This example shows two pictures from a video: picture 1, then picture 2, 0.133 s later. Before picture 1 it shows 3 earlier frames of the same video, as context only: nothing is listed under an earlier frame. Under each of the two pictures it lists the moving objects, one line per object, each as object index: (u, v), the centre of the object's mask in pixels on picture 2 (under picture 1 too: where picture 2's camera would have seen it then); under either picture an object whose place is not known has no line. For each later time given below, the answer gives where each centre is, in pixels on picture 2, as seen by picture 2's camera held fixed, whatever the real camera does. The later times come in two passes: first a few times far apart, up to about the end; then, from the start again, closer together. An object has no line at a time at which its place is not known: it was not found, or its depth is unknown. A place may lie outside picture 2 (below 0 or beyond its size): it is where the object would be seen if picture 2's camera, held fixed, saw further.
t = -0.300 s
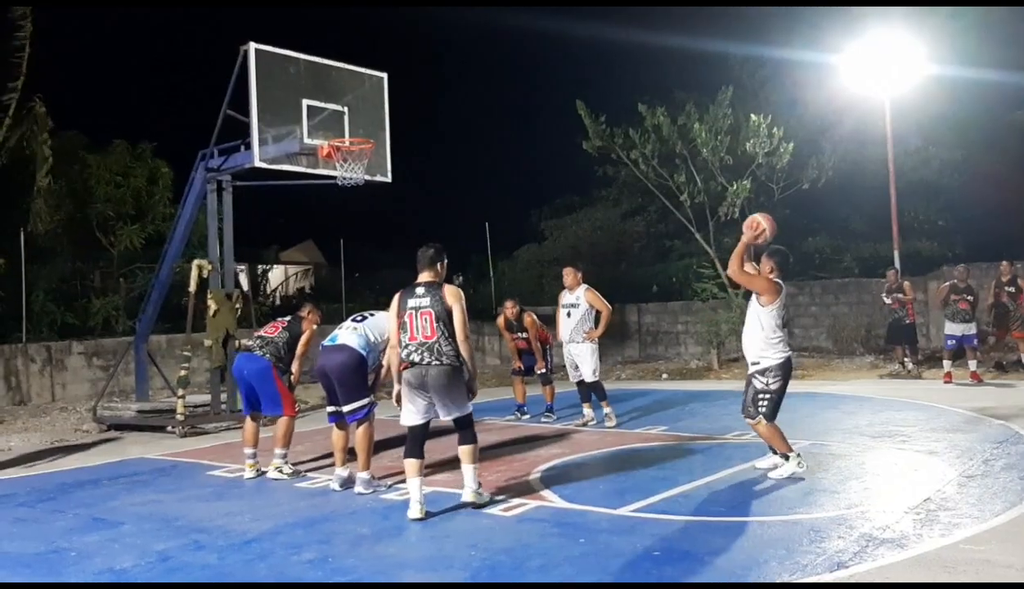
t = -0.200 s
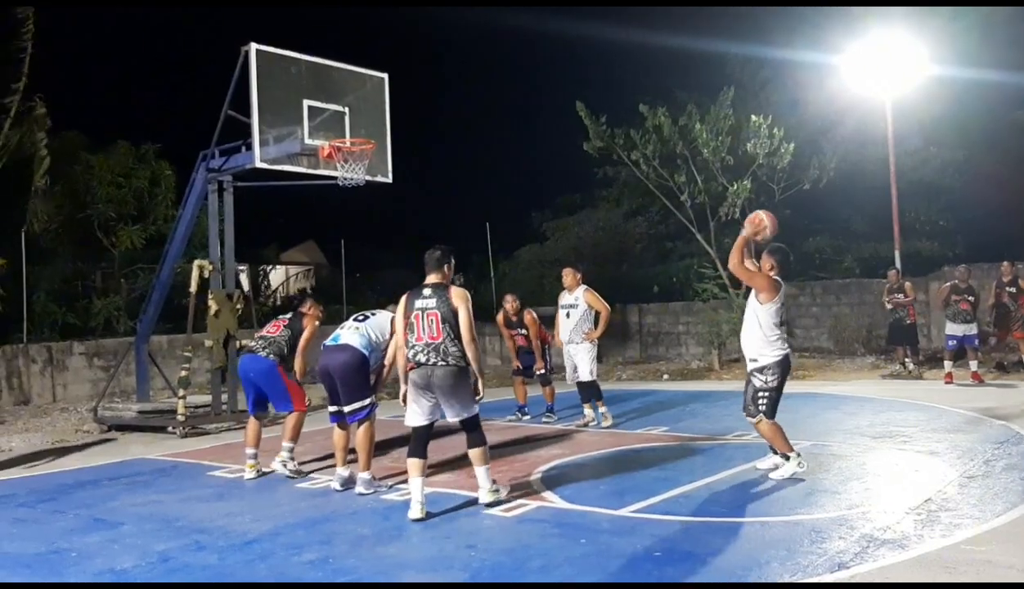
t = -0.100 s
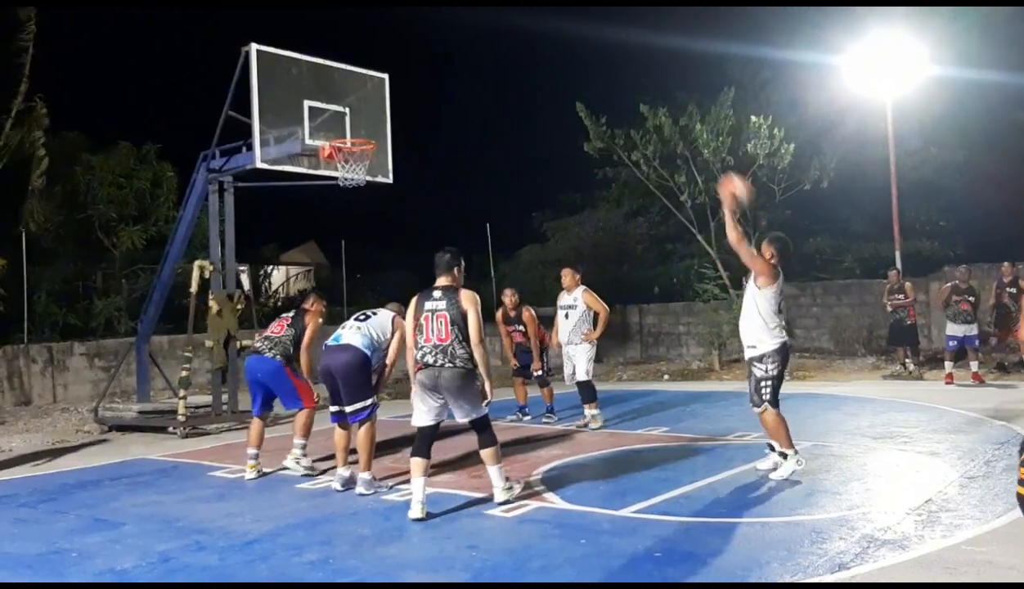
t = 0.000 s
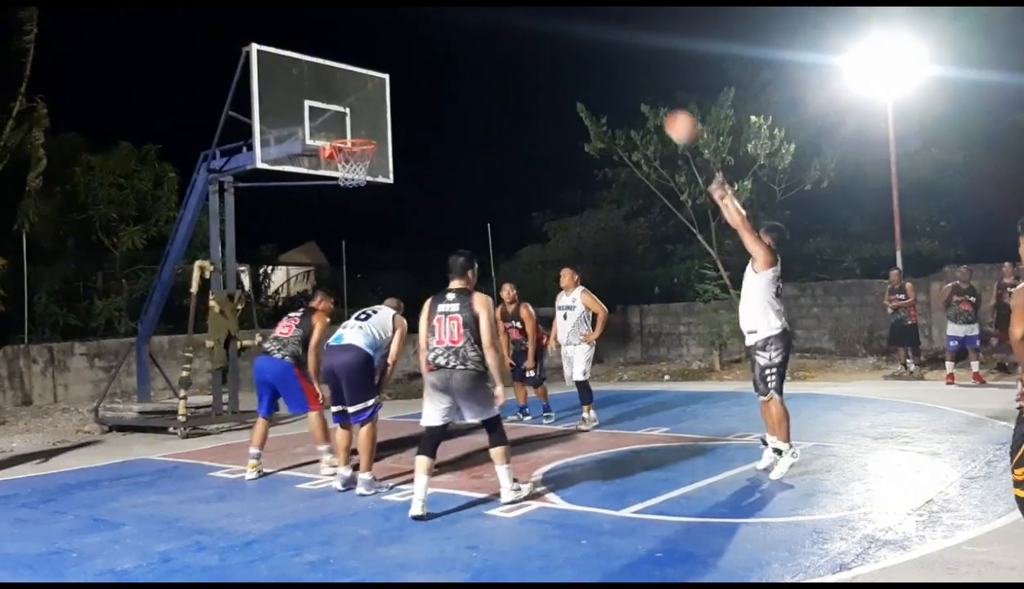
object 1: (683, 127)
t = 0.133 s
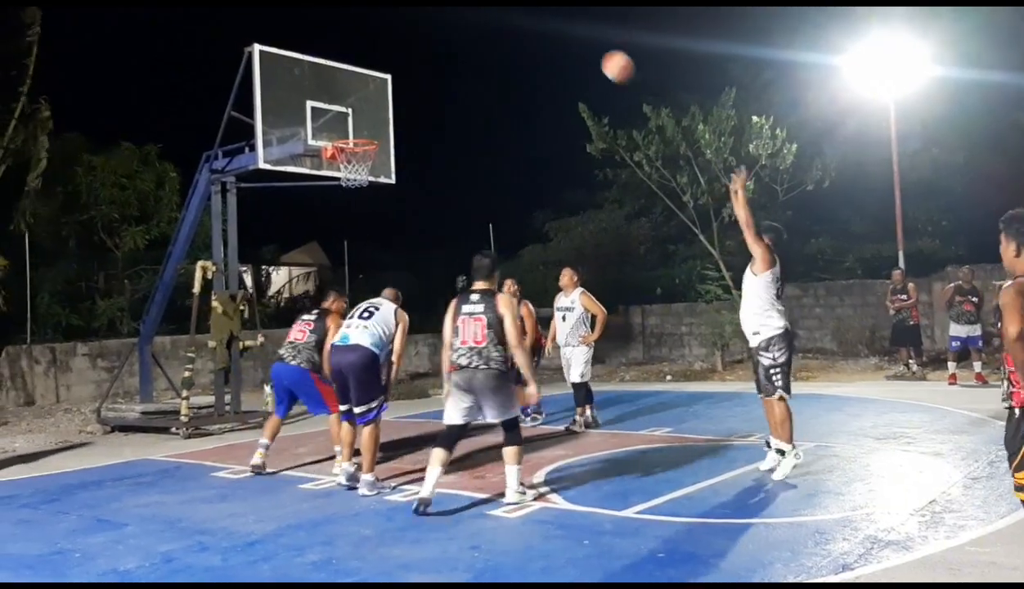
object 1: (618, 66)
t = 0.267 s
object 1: (557, 30)
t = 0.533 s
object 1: (453, 20)
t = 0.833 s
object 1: (356, 91)
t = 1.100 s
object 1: (365, 163)
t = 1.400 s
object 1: (356, 186)
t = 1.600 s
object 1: (340, 215)
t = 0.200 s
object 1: (587, 45)
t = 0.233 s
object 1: (572, 36)
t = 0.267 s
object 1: (557, 30)
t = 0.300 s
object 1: (543, 24)
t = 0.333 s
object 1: (530, 20)
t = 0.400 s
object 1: (503, 16)
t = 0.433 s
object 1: (490, 16)
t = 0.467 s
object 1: (478, 16)
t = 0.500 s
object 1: (465, 17)
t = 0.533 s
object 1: (453, 20)
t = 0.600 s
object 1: (430, 29)
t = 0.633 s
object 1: (419, 35)
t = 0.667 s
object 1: (408, 42)
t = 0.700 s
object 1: (397, 50)
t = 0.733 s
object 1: (387, 58)
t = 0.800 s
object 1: (366, 79)
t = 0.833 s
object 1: (356, 91)
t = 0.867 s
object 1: (347, 103)
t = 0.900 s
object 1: (337, 117)
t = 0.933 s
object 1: (335, 127)
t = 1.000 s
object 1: (348, 136)
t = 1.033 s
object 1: (357, 149)
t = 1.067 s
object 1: (362, 155)
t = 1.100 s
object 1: (365, 163)
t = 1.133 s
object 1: (368, 168)
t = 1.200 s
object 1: (369, 173)
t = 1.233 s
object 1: (367, 173)
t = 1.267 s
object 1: (365, 174)
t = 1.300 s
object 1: (362, 175)
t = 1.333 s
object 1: (359, 182)
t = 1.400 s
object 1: (356, 186)
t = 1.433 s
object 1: (352, 187)
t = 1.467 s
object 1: (349, 191)
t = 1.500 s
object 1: (347, 195)
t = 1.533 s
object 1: (345, 200)
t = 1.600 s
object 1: (340, 215)
